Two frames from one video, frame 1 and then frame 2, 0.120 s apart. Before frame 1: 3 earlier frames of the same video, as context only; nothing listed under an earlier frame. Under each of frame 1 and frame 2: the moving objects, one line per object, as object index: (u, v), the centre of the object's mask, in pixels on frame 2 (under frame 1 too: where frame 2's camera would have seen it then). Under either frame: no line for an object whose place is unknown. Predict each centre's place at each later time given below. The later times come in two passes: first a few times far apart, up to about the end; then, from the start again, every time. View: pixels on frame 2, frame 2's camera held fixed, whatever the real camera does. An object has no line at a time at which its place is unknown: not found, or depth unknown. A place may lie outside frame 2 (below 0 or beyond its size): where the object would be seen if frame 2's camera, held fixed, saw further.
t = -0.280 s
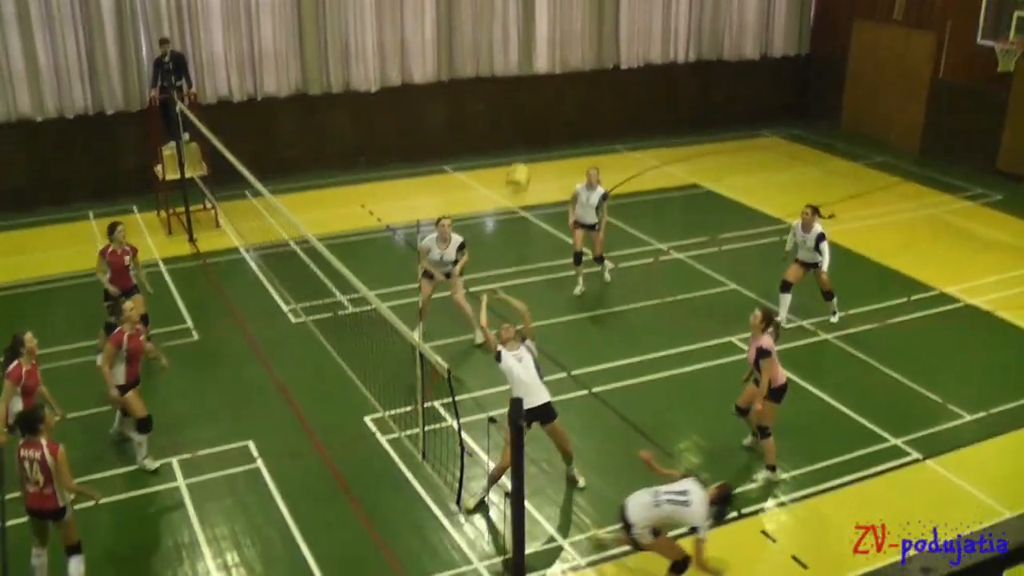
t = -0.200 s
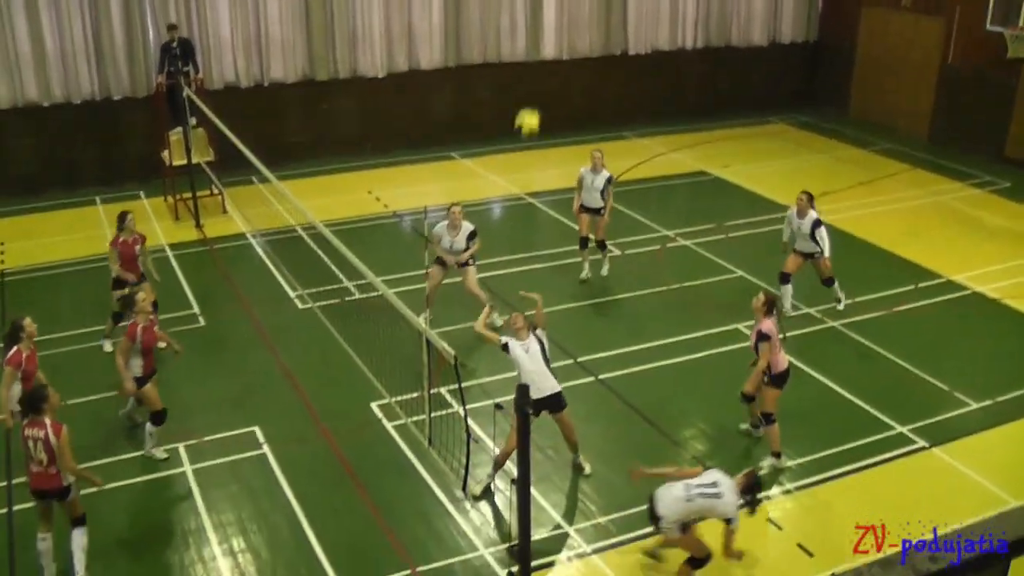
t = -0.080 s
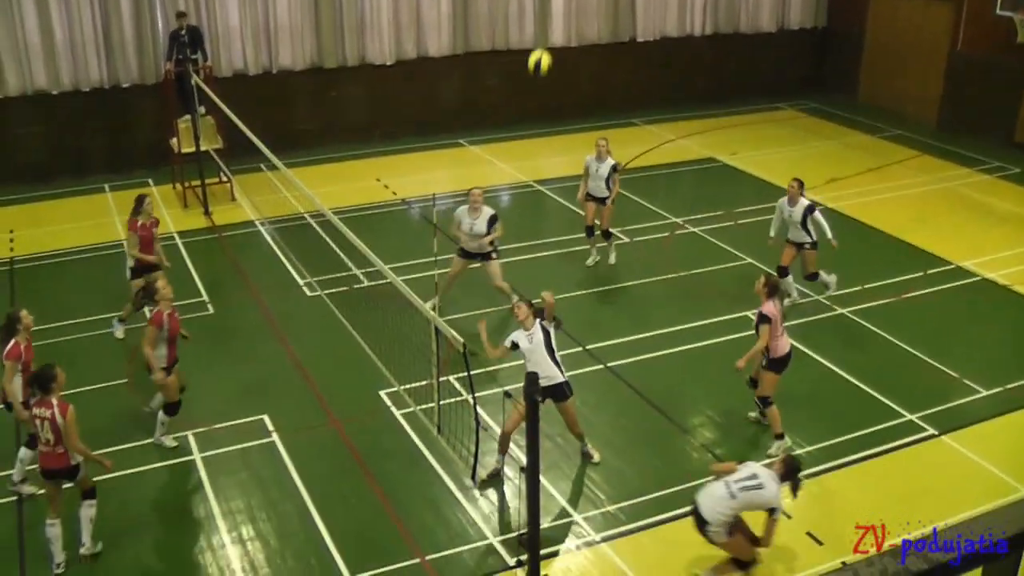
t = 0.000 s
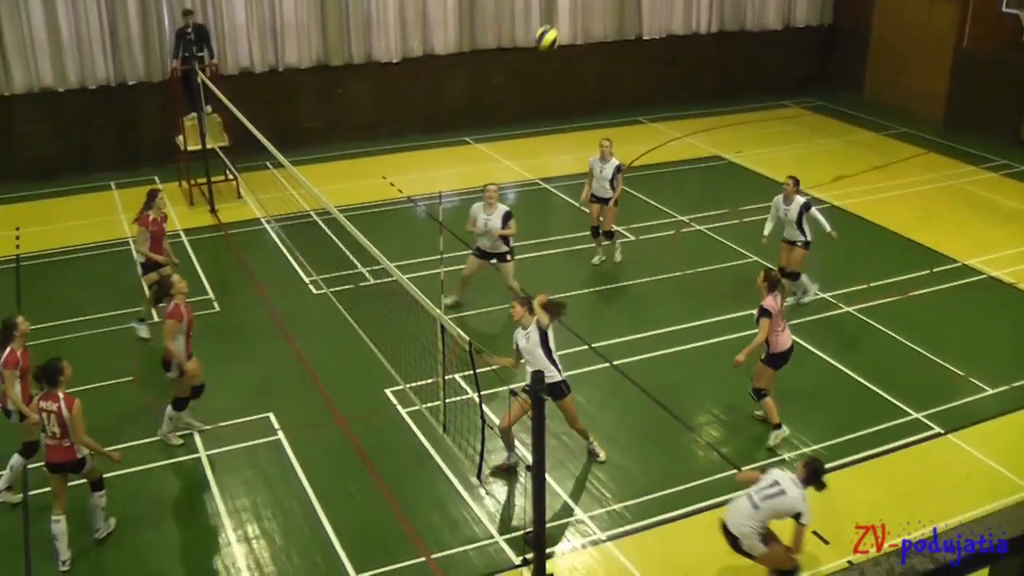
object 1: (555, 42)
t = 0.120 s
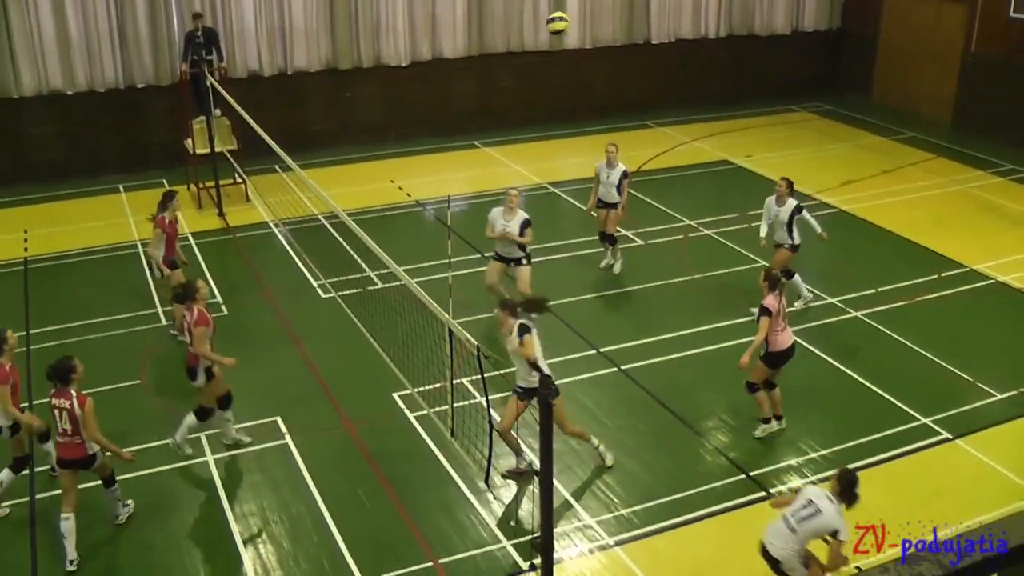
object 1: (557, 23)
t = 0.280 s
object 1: (560, 23)
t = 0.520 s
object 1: (563, 71)
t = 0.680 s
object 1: (562, 130)
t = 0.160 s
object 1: (558, 21)
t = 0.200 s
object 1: (558, 20)
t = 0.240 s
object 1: (560, 21)
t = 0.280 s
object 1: (560, 23)
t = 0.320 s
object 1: (560, 28)
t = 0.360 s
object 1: (561, 34)
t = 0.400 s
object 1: (562, 41)
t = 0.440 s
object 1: (562, 50)
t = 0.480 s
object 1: (562, 60)
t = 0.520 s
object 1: (563, 71)
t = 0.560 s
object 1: (563, 85)
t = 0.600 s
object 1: (563, 99)
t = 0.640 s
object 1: (563, 114)
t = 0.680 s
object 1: (562, 130)
